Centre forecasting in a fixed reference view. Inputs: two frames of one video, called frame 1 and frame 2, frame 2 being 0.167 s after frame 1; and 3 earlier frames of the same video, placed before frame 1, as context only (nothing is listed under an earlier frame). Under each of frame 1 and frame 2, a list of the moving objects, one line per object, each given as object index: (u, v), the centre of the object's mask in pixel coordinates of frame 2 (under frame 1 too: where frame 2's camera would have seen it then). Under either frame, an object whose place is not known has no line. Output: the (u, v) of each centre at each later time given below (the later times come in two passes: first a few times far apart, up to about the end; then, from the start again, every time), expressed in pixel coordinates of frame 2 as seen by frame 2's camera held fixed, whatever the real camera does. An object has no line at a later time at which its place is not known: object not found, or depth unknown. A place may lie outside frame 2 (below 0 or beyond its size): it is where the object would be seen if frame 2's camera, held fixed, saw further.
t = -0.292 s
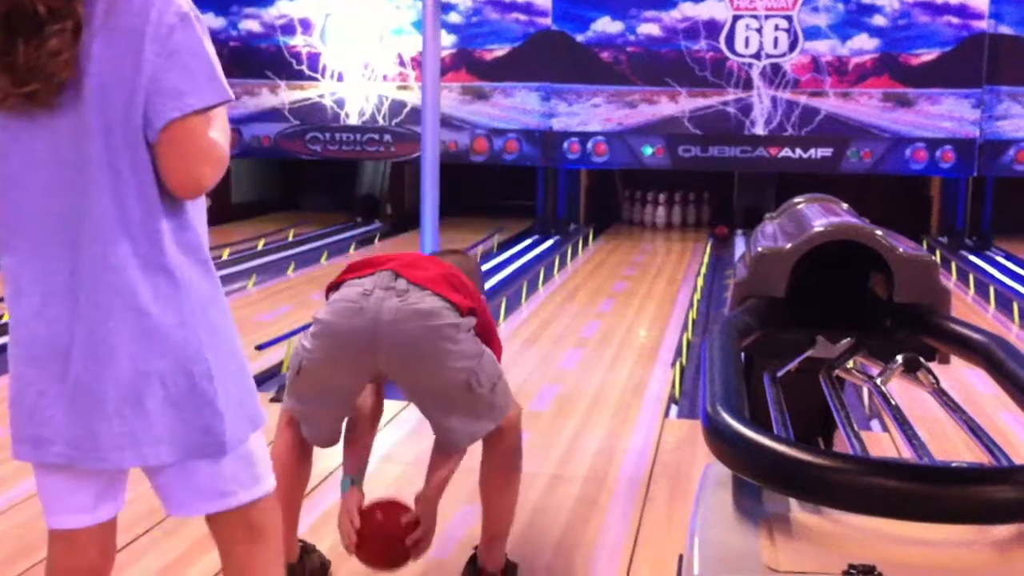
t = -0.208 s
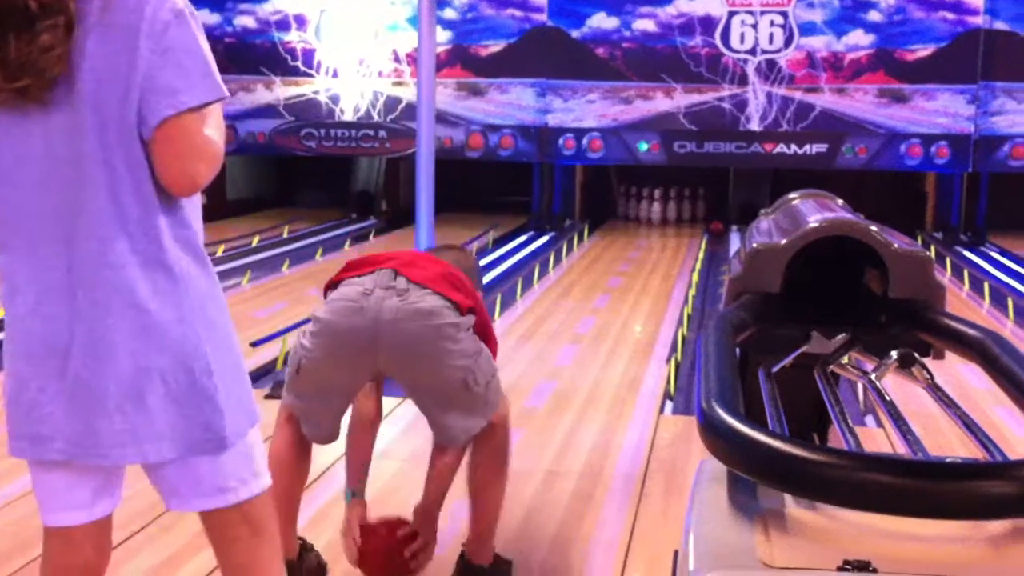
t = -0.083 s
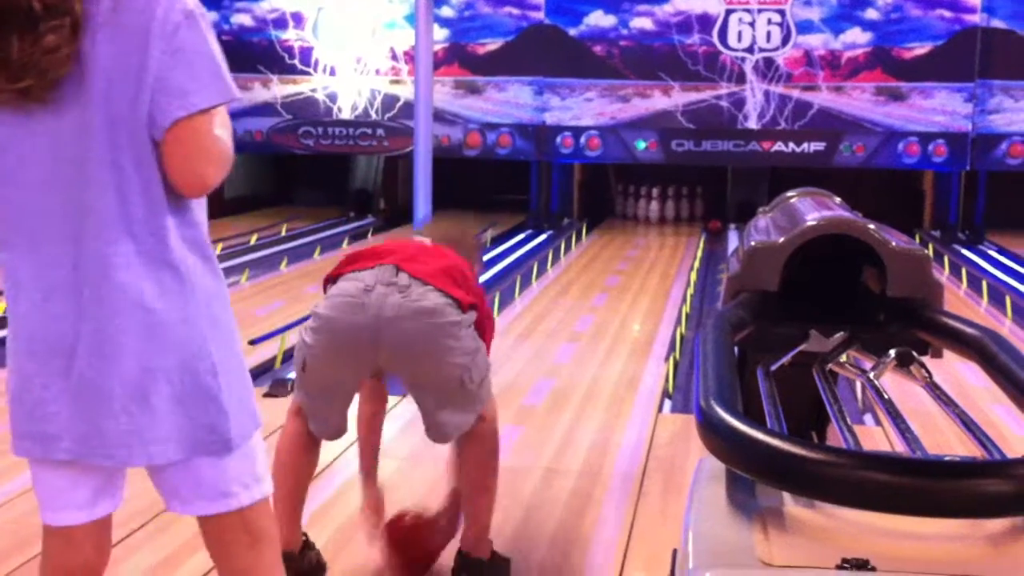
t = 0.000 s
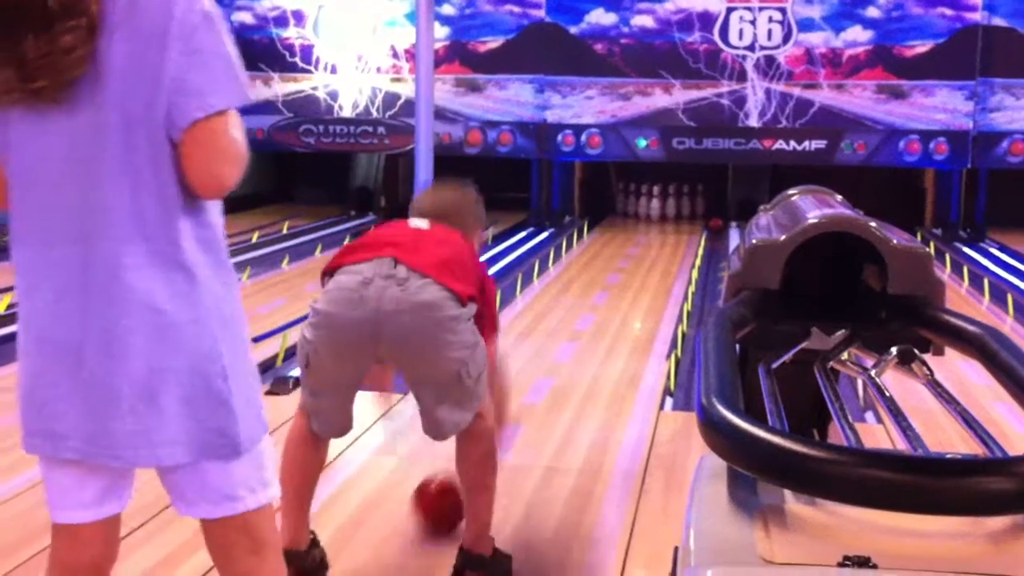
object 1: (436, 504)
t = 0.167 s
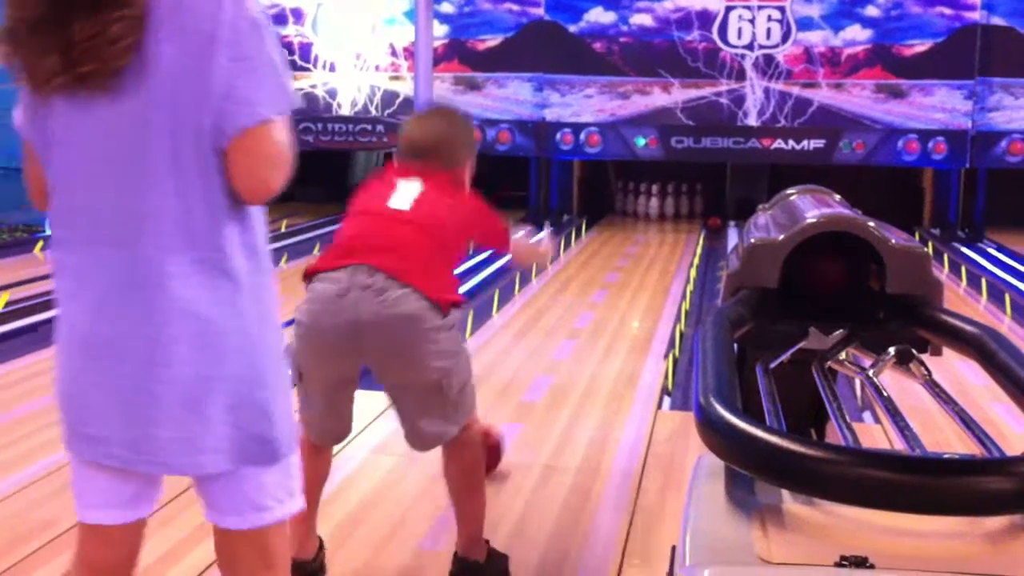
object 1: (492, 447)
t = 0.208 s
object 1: (492, 438)
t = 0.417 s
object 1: (524, 399)
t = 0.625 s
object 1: (553, 367)
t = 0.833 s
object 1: (576, 342)
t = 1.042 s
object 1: (596, 320)
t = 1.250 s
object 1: (613, 303)
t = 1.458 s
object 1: (627, 288)
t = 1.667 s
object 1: (640, 275)
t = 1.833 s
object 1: (649, 266)
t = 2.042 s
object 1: (659, 256)
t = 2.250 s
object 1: (667, 248)
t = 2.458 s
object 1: (676, 240)
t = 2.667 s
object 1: (682, 234)
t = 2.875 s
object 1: (690, 227)
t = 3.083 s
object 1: (693, 224)
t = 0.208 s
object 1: (492, 438)
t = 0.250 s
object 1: (495, 431)
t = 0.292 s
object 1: (503, 422)
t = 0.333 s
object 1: (511, 414)
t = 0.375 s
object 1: (517, 406)
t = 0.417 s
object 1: (524, 399)
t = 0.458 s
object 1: (530, 391)
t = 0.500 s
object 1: (536, 385)
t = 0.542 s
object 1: (542, 379)
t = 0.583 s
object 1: (548, 373)
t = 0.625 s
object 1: (553, 367)
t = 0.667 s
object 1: (558, 362)
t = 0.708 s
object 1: (563, 356)
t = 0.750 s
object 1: (568, 351)
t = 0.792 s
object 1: (572, 346)
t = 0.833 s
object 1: (576, 342)
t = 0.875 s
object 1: (581, 337)
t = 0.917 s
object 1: (585, 332)
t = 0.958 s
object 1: (589, 329)
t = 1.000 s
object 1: (593, 324)
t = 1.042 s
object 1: (596, 320)
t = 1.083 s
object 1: (600, 317)
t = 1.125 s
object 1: (603, 313)
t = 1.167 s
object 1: (606, 310)
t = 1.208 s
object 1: (609, 307)
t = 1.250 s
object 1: (613, 303)
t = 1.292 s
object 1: (615, 300)
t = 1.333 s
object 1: (619, 297)
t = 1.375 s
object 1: (622, 294)
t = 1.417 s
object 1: (624, 290)
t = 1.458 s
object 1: (627, 288)
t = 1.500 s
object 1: (630, 285)
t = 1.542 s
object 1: (632, 283)
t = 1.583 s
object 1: (635, 280)
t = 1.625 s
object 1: (638, 277)
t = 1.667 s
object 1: (640, 275)
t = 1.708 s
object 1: (643, 272)
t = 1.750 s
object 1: (645, 270)
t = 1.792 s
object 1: (647, 268)
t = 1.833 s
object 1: (649, 266)
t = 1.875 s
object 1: (651, 264)
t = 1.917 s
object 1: (653, 262)
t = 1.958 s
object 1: (655, 260)
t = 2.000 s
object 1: (658, 258)
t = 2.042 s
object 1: (659, 256)
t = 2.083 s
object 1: (661, 255)
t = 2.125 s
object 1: (663, 253)
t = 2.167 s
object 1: (665, 252)
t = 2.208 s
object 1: (666, 250)
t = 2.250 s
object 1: (667, 248)
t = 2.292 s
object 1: (668, 246)
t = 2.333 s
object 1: (671, 245)
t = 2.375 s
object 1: (672, 244)
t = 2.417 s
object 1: (674, 242)
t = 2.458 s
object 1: (676, 240)
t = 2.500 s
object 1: (677, 239)
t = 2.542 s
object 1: (678, 237)
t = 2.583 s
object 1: (680, 236)
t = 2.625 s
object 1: (681, 235)
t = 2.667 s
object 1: (682, 234)
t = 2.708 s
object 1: (683, 233)
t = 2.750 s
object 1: (685, 231)
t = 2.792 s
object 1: (687, 230)
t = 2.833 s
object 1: (687, 229)
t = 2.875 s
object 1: (690, 227)
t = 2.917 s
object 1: (691, 226)
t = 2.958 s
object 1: (692, 225)
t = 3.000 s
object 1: (693, 224)
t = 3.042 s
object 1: (693, 224)
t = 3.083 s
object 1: (693, 224)
